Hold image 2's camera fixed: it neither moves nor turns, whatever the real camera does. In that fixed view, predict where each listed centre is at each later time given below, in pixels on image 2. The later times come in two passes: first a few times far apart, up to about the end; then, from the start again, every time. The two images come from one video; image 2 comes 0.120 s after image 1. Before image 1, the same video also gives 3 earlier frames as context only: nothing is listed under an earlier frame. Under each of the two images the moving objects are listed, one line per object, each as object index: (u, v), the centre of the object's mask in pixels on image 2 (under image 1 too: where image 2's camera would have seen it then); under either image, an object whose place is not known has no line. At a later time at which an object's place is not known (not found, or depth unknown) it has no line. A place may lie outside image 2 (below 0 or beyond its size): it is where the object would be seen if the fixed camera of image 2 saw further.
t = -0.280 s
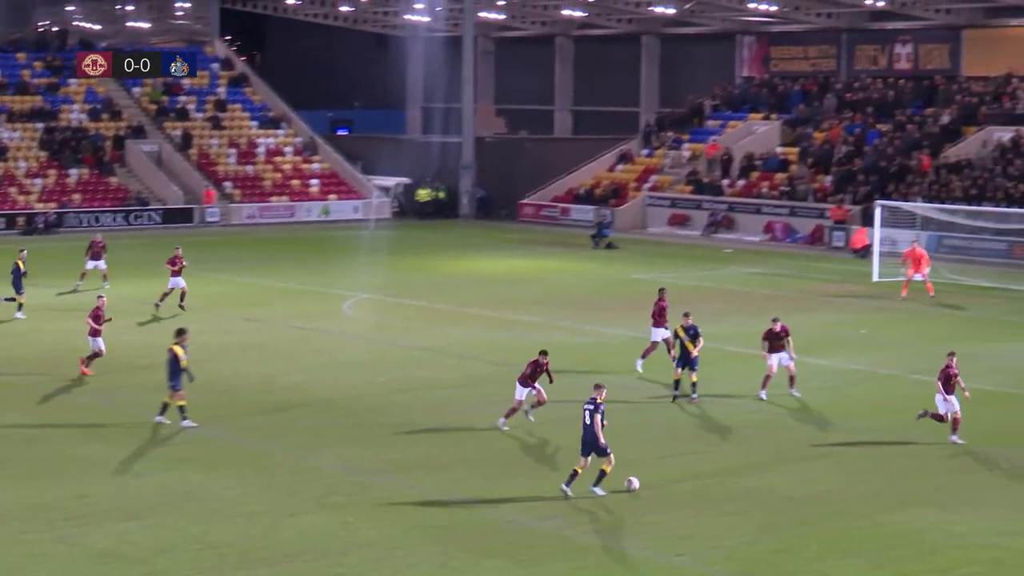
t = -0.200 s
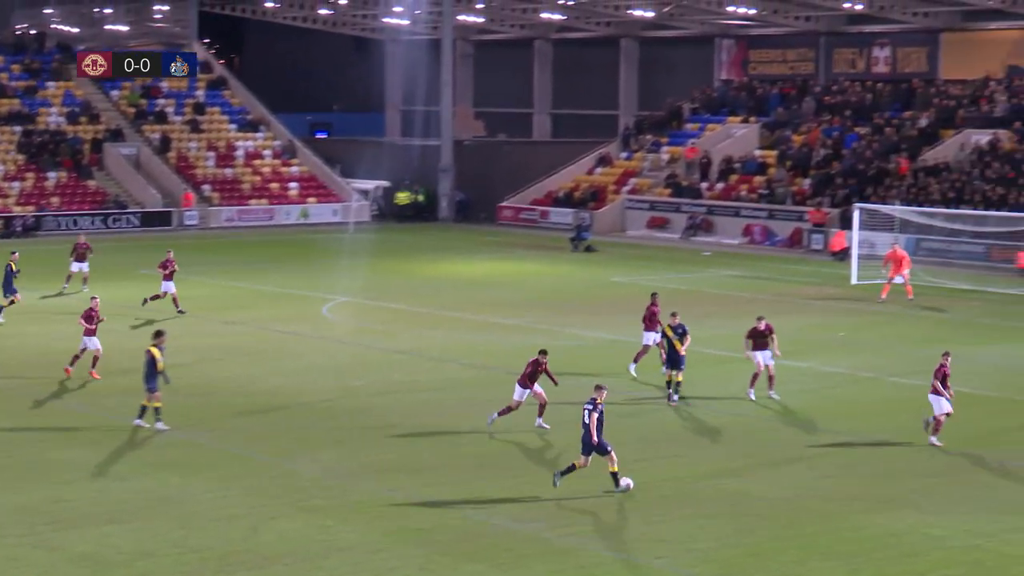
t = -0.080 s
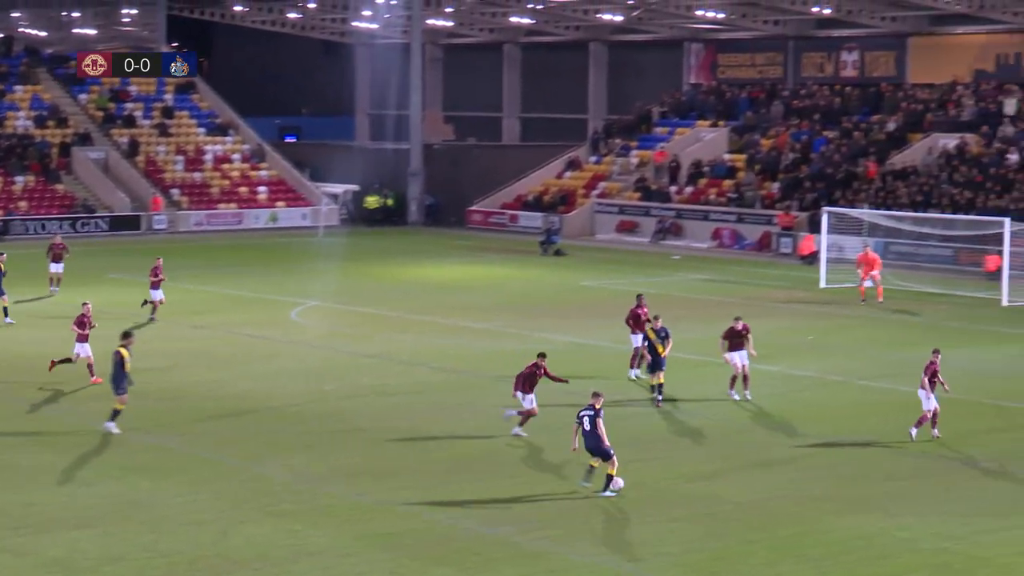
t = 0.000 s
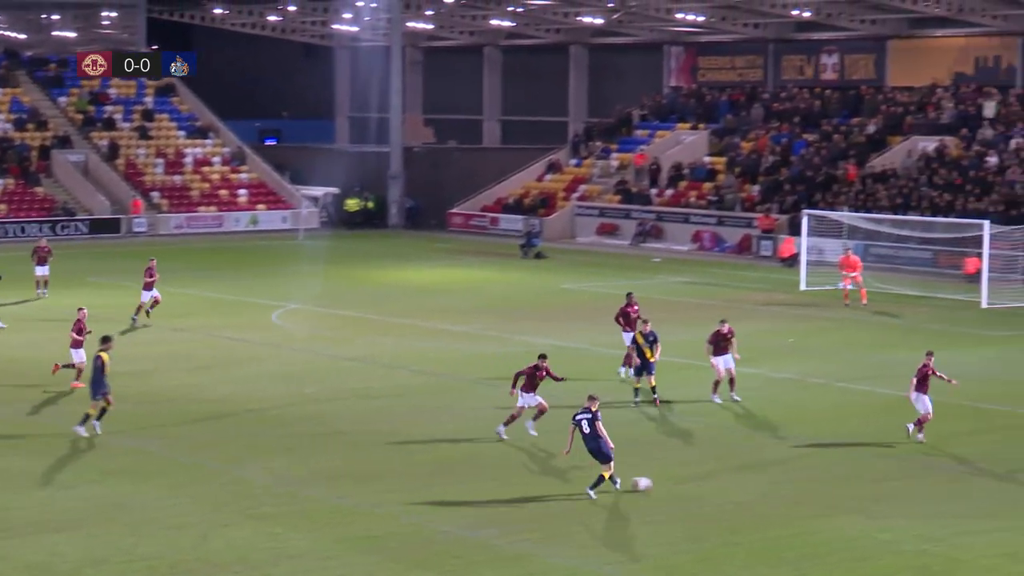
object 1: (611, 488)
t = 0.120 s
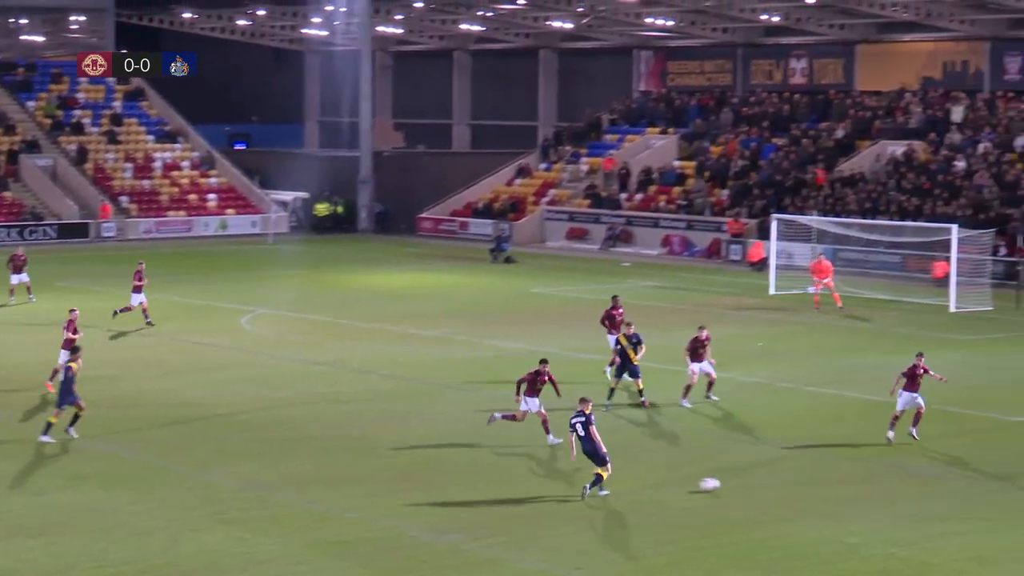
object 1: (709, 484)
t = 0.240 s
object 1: (800, 481)
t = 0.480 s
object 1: (967, 478)
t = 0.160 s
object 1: (739, 482)
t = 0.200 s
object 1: (770, 481)
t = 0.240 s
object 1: (800, 481)
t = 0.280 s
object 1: (830, 481)
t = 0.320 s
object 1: (857, 480)
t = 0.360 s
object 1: (885, 479)
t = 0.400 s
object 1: (913, 479)
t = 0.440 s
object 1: (940, 479)
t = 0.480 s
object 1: (967, 478)
